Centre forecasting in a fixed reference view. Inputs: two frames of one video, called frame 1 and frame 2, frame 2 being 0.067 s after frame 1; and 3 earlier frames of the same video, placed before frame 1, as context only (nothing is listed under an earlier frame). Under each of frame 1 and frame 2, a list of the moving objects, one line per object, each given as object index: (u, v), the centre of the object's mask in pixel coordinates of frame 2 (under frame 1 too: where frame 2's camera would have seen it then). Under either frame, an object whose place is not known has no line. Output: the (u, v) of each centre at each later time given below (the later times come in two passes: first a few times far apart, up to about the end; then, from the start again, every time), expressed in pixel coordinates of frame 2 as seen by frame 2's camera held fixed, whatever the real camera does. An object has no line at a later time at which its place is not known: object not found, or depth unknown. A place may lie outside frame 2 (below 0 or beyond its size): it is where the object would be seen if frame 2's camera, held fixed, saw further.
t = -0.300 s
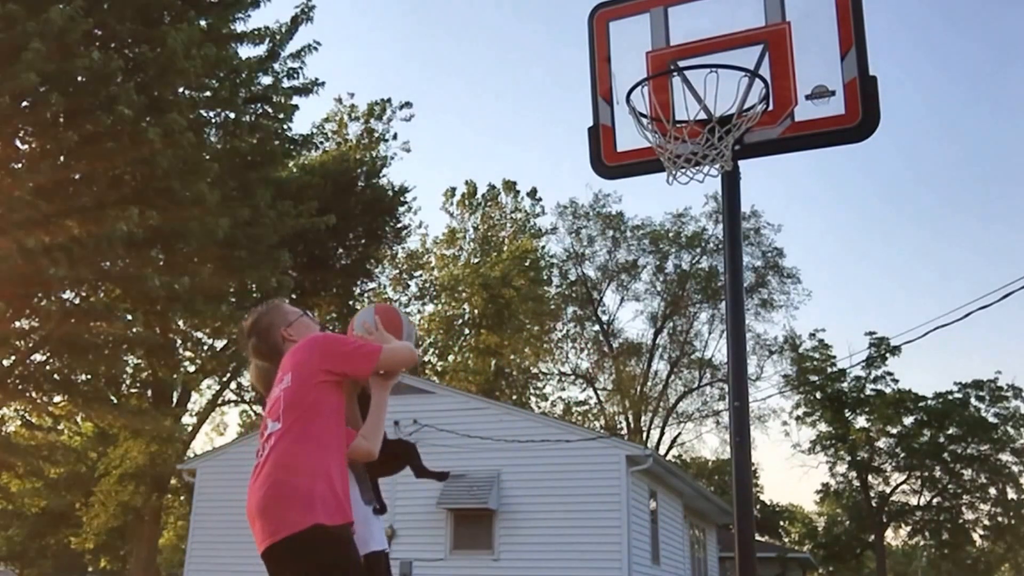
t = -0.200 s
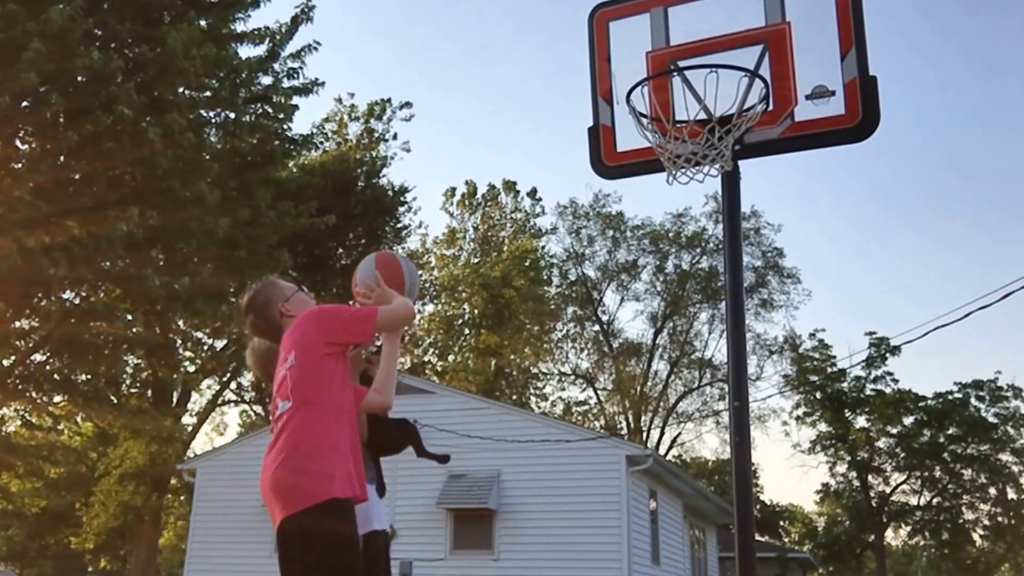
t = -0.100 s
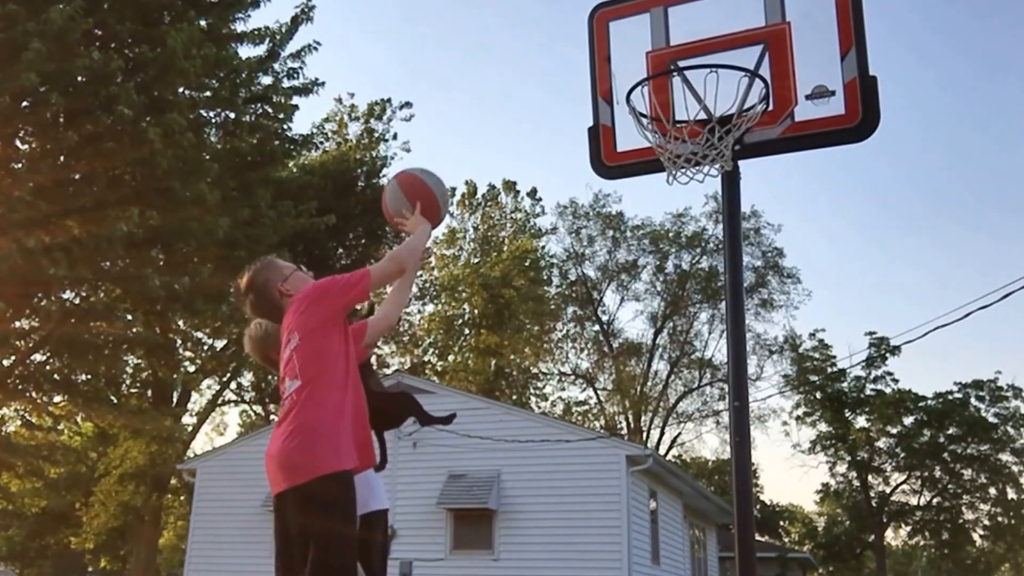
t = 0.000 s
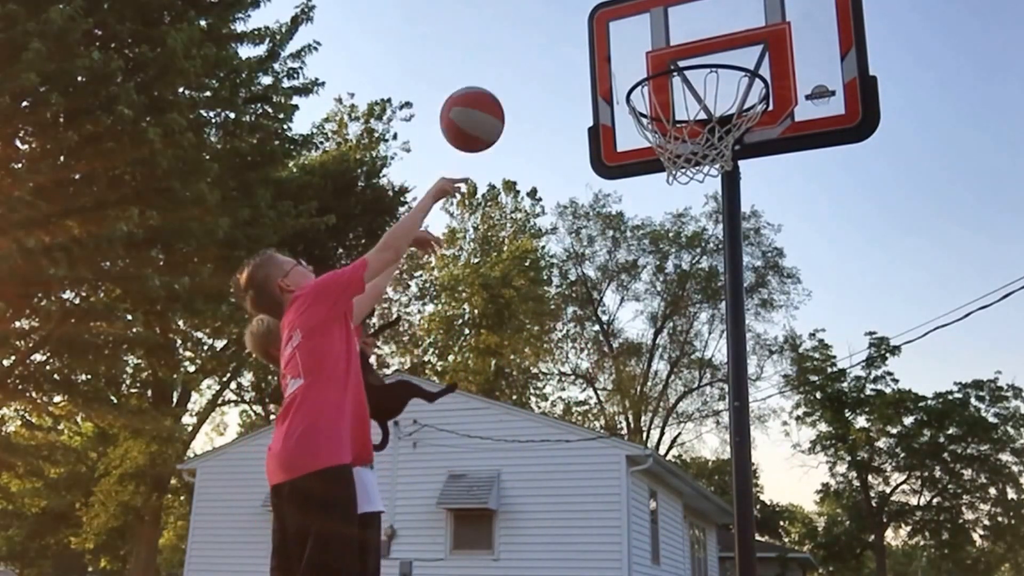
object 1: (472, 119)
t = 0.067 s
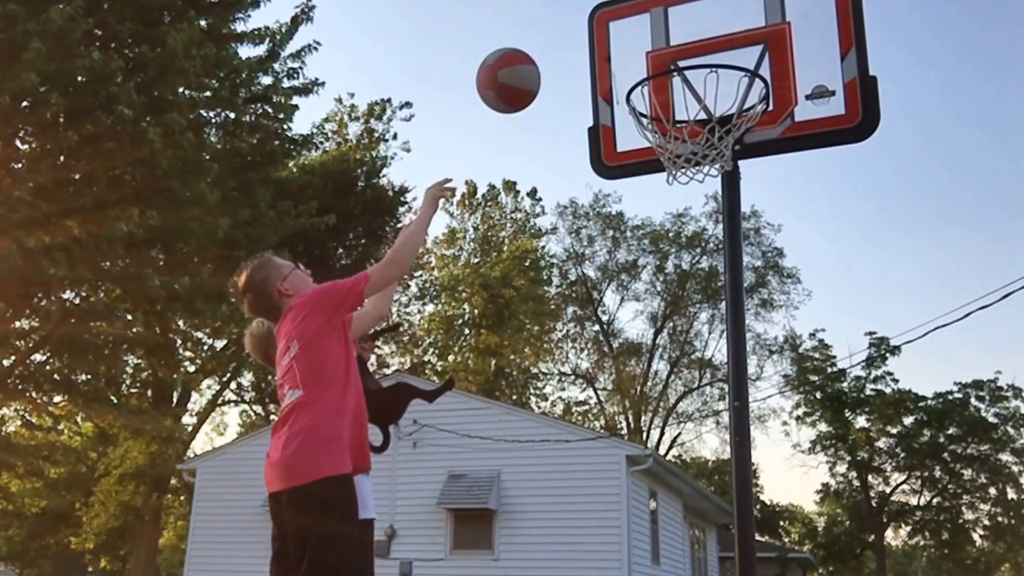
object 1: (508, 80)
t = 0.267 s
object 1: (613, 29)
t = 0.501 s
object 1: (736, 80)
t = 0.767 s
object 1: (757, 20)
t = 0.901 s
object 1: (773, 36)
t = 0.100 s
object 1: (526, 65)
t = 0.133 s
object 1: (543, 53)
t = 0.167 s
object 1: (560, 42)
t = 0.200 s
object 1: (578, 36)
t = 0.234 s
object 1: (595, 30)
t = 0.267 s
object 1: (613, 29)
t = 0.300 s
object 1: (630, 29)
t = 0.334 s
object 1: (647, 31)
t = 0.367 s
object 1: (665, 35)
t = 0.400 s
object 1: (682, 42)
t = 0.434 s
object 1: (700, 53)
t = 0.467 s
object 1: (718, 65)
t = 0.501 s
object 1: (736, 80)
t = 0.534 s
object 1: (739, 68)
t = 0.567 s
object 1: (741, 52)
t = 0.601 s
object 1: (742, 38)
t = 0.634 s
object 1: (745, 29)
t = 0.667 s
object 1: (747, 25)
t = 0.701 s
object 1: (750, 22)
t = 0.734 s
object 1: (754, 20)
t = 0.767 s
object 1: (757, 20)
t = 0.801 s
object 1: (760, 21)
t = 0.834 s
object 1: (764, 24)
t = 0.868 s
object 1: (769, 28)
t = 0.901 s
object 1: (773, 36)
